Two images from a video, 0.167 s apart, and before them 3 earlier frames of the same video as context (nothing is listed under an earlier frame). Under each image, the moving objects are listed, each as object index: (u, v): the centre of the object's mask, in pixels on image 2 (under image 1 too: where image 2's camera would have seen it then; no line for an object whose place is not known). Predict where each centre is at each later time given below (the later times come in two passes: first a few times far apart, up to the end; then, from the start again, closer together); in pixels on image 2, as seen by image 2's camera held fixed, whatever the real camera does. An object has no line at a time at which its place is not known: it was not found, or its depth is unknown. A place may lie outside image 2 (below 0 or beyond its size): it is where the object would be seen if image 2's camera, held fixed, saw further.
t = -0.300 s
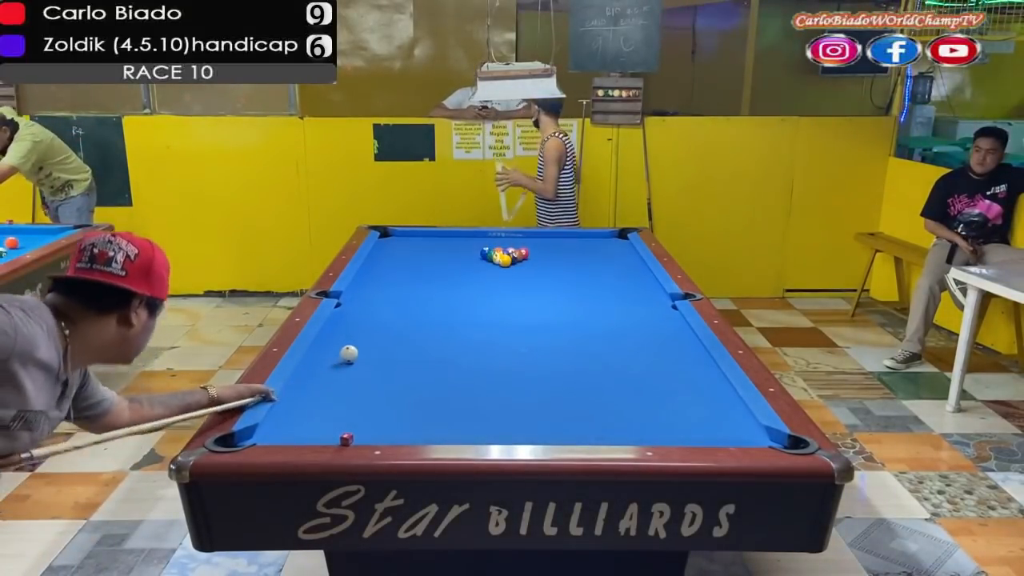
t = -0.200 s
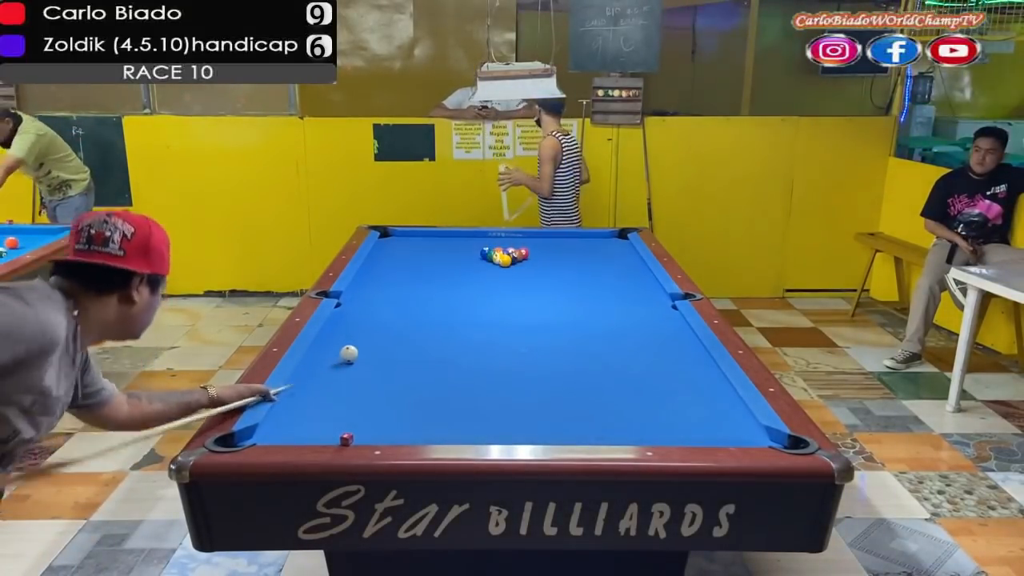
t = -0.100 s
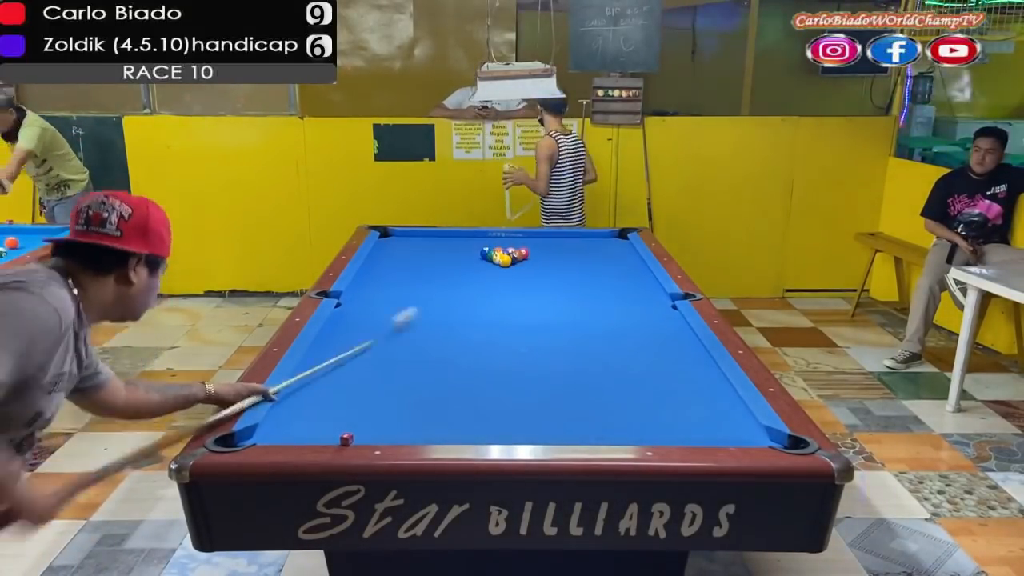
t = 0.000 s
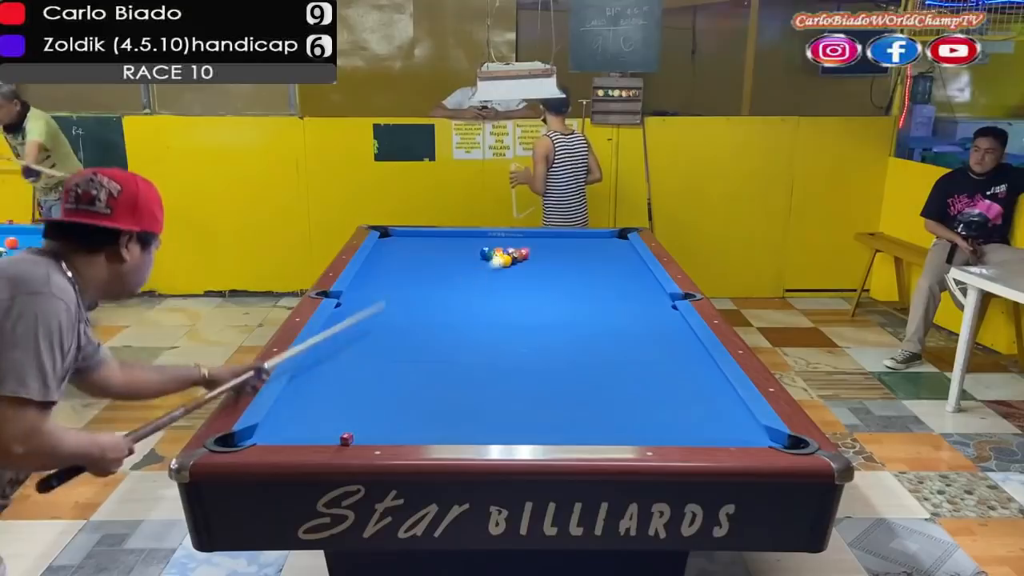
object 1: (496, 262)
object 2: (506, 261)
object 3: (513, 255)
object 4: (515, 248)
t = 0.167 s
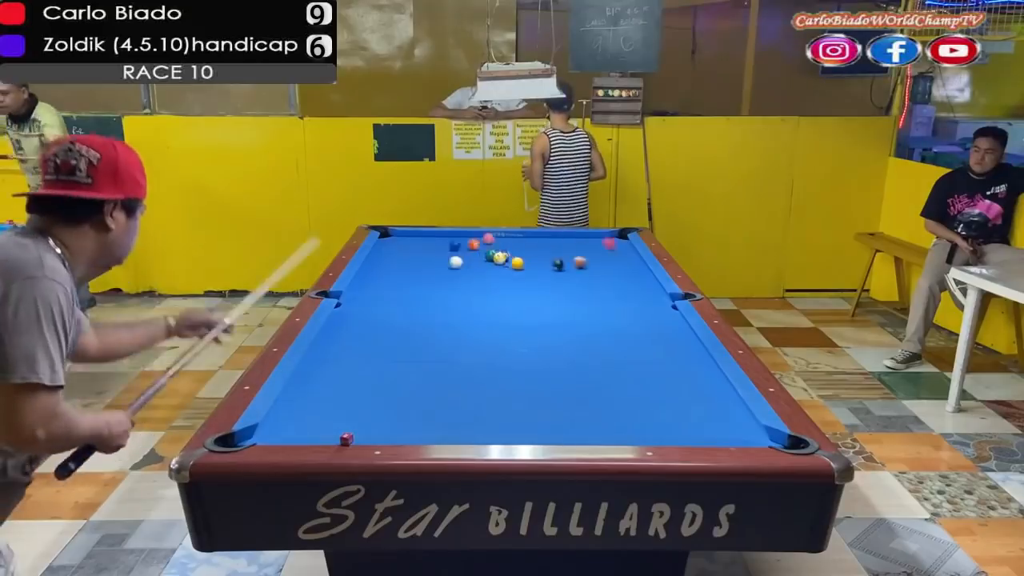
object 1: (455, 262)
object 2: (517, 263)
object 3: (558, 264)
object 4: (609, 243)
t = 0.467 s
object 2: (538, 269)
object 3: (632, 275)
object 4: (621, 265)
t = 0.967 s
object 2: (573, 278)
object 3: (599, 290)
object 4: (613, 271)
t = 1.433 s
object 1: (433, 254)
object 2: (605, 286)
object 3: (543, 305)
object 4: (606, 274)
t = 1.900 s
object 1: (462, 253)
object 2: (633, 293)
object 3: (484, 321)
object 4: (599, 280)
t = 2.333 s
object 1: (483, 250)
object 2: (658, 300)
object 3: (426, 336)
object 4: (594, 283)
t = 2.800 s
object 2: (661, 302)
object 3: (361, 354)
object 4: (590, 286)
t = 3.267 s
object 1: (523, 251)
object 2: (652, 301)
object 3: (310, 370)
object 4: (588, 287)
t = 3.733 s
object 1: (535, 250)
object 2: (648, 301)
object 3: (333, 379)
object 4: (586, 288)
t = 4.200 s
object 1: (544, 250)
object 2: (647, 301)
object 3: (354, 387)
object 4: (586, 288)
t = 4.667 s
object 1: (549, 250)
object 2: (647, 301)
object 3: (371, 393)
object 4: (586, 288)
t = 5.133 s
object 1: (550, 250)
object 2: (647, 301)
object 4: (585, 288)
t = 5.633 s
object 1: (550, 250)
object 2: (647, 301)
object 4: (576, 292)
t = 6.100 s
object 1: (550, 250)
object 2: (647, 301)
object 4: (566, 296)
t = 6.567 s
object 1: (550, 250)
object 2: (647, 301)
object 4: (558, 300)
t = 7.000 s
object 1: (550, 250)
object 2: (647, 301)
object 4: (552, 302)
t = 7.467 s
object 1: (550, 250)
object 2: (647, 301)
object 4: (548, 303)
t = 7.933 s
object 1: (550, 250)
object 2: (647, 301)
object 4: (546, 304)
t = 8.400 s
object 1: (550, 250)
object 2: (647, 301)
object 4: (546, 304)
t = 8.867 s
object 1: (550, 250)
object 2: (648, 301)
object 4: (546, 304)
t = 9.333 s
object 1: (550, 250)
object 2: (648, 301)
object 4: (546, 304)
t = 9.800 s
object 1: (550, 250)
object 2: (648, 301)
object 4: (546, 304)
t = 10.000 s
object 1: (550, 250)
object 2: (647, 301)
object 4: (546, 304)
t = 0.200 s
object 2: (519, 264)
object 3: (566, 266)
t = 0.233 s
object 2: (522, 265)
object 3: (574, 267)
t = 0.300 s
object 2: (527, 266)
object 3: (590, 269)
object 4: (623, 261)
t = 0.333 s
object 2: (529, 266)
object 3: (599, 270)
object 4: (622, 262)
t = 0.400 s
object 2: (534, 268)
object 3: (615, 273)
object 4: (622, 263)
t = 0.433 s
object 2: (536, 268)
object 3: (624, 273)
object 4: (621, 263)
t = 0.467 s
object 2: (538, 269)
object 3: (632, 275)
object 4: (621, 265)
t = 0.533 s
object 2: (543, 270)
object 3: (649, 277)
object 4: (620, 266)
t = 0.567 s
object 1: (386, 257)
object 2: (545, 271)
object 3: (645, 278)
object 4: (619, 266)
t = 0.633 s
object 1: (376, 256)
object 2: (550, 272)
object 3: (638, 280)
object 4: (618, 267)
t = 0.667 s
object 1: (373, 256)
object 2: (552, 273)
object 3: (633, 281)
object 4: (618, 267)
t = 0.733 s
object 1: (379, 256)
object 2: (557, 274)
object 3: (626, 283)
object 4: (616, 268)
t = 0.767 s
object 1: (382, 256)
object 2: (559, 275)
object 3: (623, 284)
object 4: (616, 269)
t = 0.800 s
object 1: (385, 256)
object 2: (562, 275)
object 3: (619, 285)
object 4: (616, 269)
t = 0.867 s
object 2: (567, 276)
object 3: (611, 288)
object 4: (614, 270)
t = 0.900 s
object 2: (569, 277)
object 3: (607, 288)
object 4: (614, 270)
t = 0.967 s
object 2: (573, 278)
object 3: (599, 290)
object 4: (613, 271)
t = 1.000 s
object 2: (575, 279)
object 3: (595, 291)
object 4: (612, 271)
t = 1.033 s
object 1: (403, 255)
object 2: (578, 279)
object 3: (591, 293)
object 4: (611, 272)
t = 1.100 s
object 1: (409, 255)
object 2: (582, 280)
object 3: (583, 294)
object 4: (611, 273)
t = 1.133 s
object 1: (411, 255)
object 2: (585, 281)
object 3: (580, 295)
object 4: (610, 273)
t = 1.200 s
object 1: (416, 254)
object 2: (589, 282)
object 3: (571, 298)
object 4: (609, 273)
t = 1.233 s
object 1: (418, 254)
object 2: (591, 283)
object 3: (568, 299)
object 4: (609, 274)
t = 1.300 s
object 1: (423, 254)
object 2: (596, 284)
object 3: (560, 301)
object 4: (608, 274)
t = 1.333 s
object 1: (426, 254)
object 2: (598, 285)
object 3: (555, 302)
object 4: (608, 275)
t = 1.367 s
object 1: (428, 254)
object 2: (600, 285)
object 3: (551, 303)
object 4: (607, 274)
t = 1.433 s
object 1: (433, 254)
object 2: (605, 286)
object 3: (543, 305)
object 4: (606, 274)
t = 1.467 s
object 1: (435, 254)
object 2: (607, 287)
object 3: (540, 306)
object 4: (605, 275)
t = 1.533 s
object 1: (439, 254)
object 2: (611, 288)
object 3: (531, 308)
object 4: (603, 276)
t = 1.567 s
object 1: (441, 254)
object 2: (613, 288)
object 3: (527, 310)
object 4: (603, 277)
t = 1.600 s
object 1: (443, 254)
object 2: (615, 289)
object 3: (522, 311)
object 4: (603, 278)
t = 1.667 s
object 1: (448, 253)
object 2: (619, 290)
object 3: (514, 313)
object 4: (602, 278)
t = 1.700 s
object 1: (450, 253)
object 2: (621, 291)
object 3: (510, 314)
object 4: (602, 278)
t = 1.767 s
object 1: (454, 253)
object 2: (625, 291)
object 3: (501, 316)
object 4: (601, 279)
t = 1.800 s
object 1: (456, 253)
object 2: (627, 292)
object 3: (497, 318)
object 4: (601, 279)
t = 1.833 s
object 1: (458, 253)
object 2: (629, 293)
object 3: (493, 319)
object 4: (600, 279)
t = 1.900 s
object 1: (462, 253)
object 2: (633, 293)
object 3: (484, 321)
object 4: (599, 280)
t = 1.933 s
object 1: (464, 253)
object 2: (636, 293)
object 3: (480, 322)
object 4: (599, 280)
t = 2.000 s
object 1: (468, 253)
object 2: (639, 295)
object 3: (471, 325)
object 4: (598, 281)
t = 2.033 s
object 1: (469, 253)
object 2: (641, 296)
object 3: (467, 326)
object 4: (598, 281)
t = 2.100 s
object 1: (473, 253)
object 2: (645, 297)
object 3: (458, 328)
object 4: (596, 282)
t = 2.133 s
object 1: (475, 252)
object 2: (646, 297)
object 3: (453, 329)
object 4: (596, 282)
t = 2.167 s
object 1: (476, 252)
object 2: (649, 298)
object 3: (449, 330)
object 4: (595, 282)
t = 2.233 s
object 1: (479, 252)
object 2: (652, 299)
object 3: (440, 332)
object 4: (595, 282)
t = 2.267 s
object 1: (480, 251)
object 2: (654, 299)
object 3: (435, 334)
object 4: (595, 283)
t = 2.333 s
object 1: (483, 250)
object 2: (658, 300)
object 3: (426, 336)
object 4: (594, 283)
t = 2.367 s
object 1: (486, 249)
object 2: (660, 301)
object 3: (422, 338)
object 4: (594, 284)
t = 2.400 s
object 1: (489, 248)
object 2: (662, 301)
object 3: (417, 339)
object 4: (593, 284)
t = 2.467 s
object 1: (492, 249)
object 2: (665, 302)
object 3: (408, 341)
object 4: (593, 284)
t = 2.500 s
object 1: (494, 249)
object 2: (667, 303)
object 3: (403, 343)
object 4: (592, 284)
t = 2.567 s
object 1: (496, 249)
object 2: (666, 303)
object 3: (394, 345)
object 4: (592, 285)
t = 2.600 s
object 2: (665, 303)
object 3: (389, 347)
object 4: (592, 285)
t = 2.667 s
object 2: (664, 302)
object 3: (380, 349)
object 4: (591, 285)
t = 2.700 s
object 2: (663, 302)
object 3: (375, 350)
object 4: (591, 285)
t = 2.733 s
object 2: (662, 302)
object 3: (370, 351)
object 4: (591, 285)
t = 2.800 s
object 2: (661, 302)
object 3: (361, 354)
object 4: (590, 286)
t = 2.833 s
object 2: (660, 302)
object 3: (356, 355)
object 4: (590, 286)
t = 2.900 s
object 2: (658, 302)
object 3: (346, 358)
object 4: (589, 286)
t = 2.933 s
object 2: (658, 302)
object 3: (341, 359)
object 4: (589, 286)
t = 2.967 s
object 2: (657, 302)
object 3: (336, 360)
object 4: (589, 286)
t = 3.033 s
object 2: (656, 302)
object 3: (326, 363)
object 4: (589, 286)
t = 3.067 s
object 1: (516, 251)
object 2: (655, 302)
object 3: (321, 364)
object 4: (588, 287)
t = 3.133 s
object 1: (519, 251)
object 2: (654, 302)
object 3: (312, 366)
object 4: (588, 287)
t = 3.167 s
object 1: (520, 251)
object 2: (653, 302)
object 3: (307, 367)
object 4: (588, 287)
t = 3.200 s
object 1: (521, 251)
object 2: (653, 301)
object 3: (306, 368)
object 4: (588, 287)
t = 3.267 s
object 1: (523, 251)
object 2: (652, 301)
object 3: (310, 370)
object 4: (588, 287)
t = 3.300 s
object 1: (524, 251)
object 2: (652, 301)
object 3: (311, 371)
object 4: (587, 287)
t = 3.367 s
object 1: (526, 251)
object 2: (651, 301)
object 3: (315, 372)
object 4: (587, 288)
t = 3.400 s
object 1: (527, 251)
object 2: (650, 301)
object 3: (317, 373)
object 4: (587, 288)
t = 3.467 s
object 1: (529, 251)
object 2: (650, 301)
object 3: (320, 374)
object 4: (587, 288)
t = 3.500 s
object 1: (530, 251)
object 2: (649, 301)
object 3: (322, 375)
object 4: (587, 288)
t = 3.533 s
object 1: (531, 251)
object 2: (649, 301)
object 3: (324, 376)
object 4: (586, 288)
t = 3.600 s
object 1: (532, 251)
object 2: (649, 301)
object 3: (327, 377)
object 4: (586, 288)
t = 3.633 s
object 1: (533, 251)
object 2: (648, 301)
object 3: (329, 377)
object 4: (586, 288)
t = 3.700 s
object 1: (535, 251)
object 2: (648, 301)
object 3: (332, 379)
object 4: (586, 288)
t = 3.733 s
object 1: (535, 250)
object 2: (648, 301)
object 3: (333, 379)
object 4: (586, 288)
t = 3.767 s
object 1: (536, 250)
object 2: (648, 301)
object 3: (335, 380)
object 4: (586, 288)
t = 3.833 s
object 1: (538, 250)
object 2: (648, 301)
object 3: (338, 381)
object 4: (586, 288)
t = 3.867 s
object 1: (538, 250)
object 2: (648, 301)
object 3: (340, 382)
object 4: (586, 288)
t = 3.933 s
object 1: (540, 250)
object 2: (647, 301)
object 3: (343, 383)
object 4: (586, 288)
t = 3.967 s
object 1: (540, 250)
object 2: (647, 301)
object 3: (344, 384)
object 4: (586, 288)
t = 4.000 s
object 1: (541, 250)
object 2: (647, 301)
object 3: (346, 384)
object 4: (586, 288)
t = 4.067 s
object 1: (542, 250)
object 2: (647, 301)
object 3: (349, 385)
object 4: (586, 288)
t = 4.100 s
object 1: (543, 250)
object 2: (647, 301)
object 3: (350, 386)
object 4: (586, 288)
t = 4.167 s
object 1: (544, 250)
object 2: (647, 301)
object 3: (353, 387)
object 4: (586, 288)
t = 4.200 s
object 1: (544, 250)
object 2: (647, 301)
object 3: (354, 387)
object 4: (586, 288)
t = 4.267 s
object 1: (545, 250)
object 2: (647, 301)
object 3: (357, 388)
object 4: (586, 288)
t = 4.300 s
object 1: (545, 250)
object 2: (647, 301)
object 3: (358, 388)
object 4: (586, 288)
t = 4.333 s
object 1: (546, 250)
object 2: (647, 301)
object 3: (360, 389)
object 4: (586, 288)
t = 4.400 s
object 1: (547, 250)
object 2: (647, 301)
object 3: (362, 390)
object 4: (586, 288)
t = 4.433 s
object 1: (547, 250)
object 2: (647, 301)
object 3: (363, 390)
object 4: (586, 288)
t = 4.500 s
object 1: (547, 250)
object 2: (647, 301)
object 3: (366, 391)
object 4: (586, 288)
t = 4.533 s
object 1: (548, 250)
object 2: (647, 301)
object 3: (367, 392)
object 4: (586, 288)
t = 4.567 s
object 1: (548, 250)
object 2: (647, 301)
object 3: (368, 392)
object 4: (586, 288)
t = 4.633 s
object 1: (548, 250)
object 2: (647, 301)
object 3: (370, 393)
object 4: (586, 288)
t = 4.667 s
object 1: (549, 250)
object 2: (647, 301)
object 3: (371, 393)
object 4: (586, 288)
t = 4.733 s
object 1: (549, 250)
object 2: (647, 301)
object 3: (373, 394)
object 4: (586, 288)
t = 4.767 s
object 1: (549, 250)
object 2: (647, 301)
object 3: (374, 394)
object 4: (586, 288)
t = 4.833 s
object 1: (550, 250)
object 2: (647, 301)
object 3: (376, 395)
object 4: (586, 288)
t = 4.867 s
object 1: (550, 250)
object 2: (647, 301)
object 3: (377, 396)
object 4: (585, 288)
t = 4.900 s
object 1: (550, 250)
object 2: (647, 301)
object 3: (378, 396)
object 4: (586, 288)
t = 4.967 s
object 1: (550, 250)
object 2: (647, 301)
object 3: (380, 396)
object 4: (586, 288)
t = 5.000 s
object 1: (550, 250)
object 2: (647, 301)
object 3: (380, 397)
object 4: (585, 288)
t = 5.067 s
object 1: (550, 250)
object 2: (647, 301)
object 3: (382, 397)
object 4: (585, 288)
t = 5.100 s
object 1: (550, 250)
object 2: (648, 301)
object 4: (585, 288)
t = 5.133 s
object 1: (550, 250)
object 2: (647, 301)
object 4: (585, 288)
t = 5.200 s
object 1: (550, 250)
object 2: (647, 301)
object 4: (585, 288)
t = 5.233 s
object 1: (550, 250)
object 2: (647, 301)
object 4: (586, 288)
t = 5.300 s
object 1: (550, 250)
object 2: (647, 301)
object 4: (584, 288)
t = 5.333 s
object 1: (550, 250)
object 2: (647, 301)
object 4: (584, 289)
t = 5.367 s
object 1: (550, 250)
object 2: (647, 301)
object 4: (583, 289)
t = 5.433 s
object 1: (550, 250)
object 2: (647, 301)
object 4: (581, 290)
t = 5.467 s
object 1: (550, 250)
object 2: (647, 301)
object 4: (580, 290)
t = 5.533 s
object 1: (550, 250)
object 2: (647, 301)
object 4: (579, 291)
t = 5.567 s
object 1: (550, 250)
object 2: (647, 301)
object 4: (578, 291)
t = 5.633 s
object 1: (550, 250)
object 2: (647, 301)
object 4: (576, 292)
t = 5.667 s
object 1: (550, 250)
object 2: (647, 301)
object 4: (576, 292)
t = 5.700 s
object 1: (550, 250)
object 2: (647, 301)
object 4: (575, 292)
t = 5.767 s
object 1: (550, 250)
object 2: (647, 301)
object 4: (573, 293)
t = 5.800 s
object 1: (550, 250)
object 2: (647, 301)
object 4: (573, 293)
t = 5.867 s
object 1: (550, 250)
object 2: (647, 301)
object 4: (571, 294)
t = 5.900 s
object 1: (550, 250)
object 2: (647, 301)
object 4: (570, 294)
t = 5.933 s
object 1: (550, 250)
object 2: (647, 301)
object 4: (570, 295)
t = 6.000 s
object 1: (550, 250)
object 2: (648, 301)
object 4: (569, 295)
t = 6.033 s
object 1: (550, 250)
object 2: (647, 301)
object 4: (568, 295)
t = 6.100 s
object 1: (550, 250)
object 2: (647, 301)
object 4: (566, 296)
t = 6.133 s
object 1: (550, 250)
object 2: (647, 301)
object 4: (566, 296)
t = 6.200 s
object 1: (550, 250)
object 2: (647, 301)
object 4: (564, 297)
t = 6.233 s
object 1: (550, 250)
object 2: (647, 301)
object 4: (563, 297)
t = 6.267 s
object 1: (550, 250)
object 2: (647, 301)
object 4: (563, 297)
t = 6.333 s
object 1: (550, 250)
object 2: (647, 301)
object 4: (562, 298)
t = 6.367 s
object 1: (550, 250)
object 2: (647, 301)
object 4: (561, 298)
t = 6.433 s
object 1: (550, 250)
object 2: (647, 301)
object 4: (560, 299)
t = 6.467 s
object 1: (550, 250)
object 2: (647, 301)
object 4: (560, 299)
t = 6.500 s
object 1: (550, 250)
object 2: (647, 301)
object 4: (559, 299)
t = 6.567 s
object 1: (550, 250)
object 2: (647, 301)
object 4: (558, 300)
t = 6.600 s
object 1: (550, 250)
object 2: (647, 301)
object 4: (557, 300)
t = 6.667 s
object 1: (550, 250)
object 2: (647, 301)
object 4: (556, 301)
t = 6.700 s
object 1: (550, 250)
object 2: (647, 301)
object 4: (556, 301)
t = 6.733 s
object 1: (550, 250)
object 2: (647, 301)
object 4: (555, 301)
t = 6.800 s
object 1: (550, 250)
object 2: (647, 301)
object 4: (554, 301)
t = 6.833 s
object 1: (550, 250)
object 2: (647, 301)
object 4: (554, 301)
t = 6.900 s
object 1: (550, 250)
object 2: (648, 301)
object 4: (553, 301)
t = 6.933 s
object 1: (550, 250)
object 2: (647, 301)
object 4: (553, 302)
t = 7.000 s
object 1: (550, 250)
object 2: (647, 301)
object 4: (552, 302)
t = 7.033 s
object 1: (550, 250)
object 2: (647, 301)
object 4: (552, 302)
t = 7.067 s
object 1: (550, 250)
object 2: (647, 301)
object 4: (551, 302)
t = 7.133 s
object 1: (550, 250)
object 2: (648, 301)
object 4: (550, 302)
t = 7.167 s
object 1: (550, 250)
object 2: (647, 301)
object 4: (550, 302)
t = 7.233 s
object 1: (550, 250)
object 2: (647, 301)
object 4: (550, 303)
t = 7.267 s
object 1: (550, 250)
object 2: (648, 301)
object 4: (549, 303)
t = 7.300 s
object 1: (550, 250)
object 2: (648, 301)
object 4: (549, 303)
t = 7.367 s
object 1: (550, 250)
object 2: (647, 301)
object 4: (549, 303)
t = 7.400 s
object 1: (550, 250)
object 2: (648, 301)
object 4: (548, 303)
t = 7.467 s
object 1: (550, 250)
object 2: (647, 301)
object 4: (548, 303)
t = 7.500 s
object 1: (550, 250)
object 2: (647, 301)
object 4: (548, 303)
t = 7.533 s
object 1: (550, 250)
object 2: (648, 301)
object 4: (548, 303)
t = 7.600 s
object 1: (550, 250)
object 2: (647, 301)
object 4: (547, 304)
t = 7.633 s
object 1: (550, 250)
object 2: (647, 301)
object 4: (547, 304)
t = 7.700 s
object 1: (550, 250)
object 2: (647, 301)
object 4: (547, 304)
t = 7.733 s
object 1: (550, 250)
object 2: (647, 301)
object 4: (547, 304)
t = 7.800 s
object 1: (550, 250)
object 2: (647, 301)
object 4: (547, 304)
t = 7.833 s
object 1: (550, 250)
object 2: (647, 301)
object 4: (547, 304)
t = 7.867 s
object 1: (550, 250)
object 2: (648, 301)
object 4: (546, 304)
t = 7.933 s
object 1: (550, 250)
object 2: (647, 301)
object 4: (546, 304)
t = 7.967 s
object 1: (550, 250)
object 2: (647, 301)
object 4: (546, 304)
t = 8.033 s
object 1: (550, 250)
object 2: (647, 301)
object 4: (546, 304)
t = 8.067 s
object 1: (550, 250)
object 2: (647, 301)
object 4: (546, 304)
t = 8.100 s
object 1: (550, 250)
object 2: (648, 301)
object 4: (546, 304)
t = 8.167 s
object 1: (550, 250)
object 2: (648, 301)
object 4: (546, 304)
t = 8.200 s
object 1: (550, 250)
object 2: (648, 301)
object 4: (546, 304)
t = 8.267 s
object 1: (550, 250)
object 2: (647, 301)
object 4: (546, 304)
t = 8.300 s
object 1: (550, 250)
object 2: (647, 301)
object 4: (546, 304)
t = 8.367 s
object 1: (550, 250)
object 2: (647, 301)
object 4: (546, 304)
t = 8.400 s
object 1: (550, 250)
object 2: (647, 301)
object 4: (546, 304)
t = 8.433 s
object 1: (550, 250)
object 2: (647, 301)
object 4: (546, 304)
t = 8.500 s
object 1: (550, 250)
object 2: (647, 301)
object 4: (546, 304)
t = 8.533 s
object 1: (550, 250)
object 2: (647, 301)
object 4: (546, 304)
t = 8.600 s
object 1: (550, 250)
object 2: (648, 301)
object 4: (546, 304)
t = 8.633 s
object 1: (550, 250)
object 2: (648, 301)
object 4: (546, 304)
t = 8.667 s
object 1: (550, 250)
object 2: (647, 301)
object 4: (546, 304)
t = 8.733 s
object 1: (550, 250)
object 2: (647, 301)
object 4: (546, 304)
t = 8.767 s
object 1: (550, 250)
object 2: (647, 301)
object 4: (546, 304)
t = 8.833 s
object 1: (550, 250)
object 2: (647, 301)
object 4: (546, 304)
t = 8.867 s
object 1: (550, 250)
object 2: (648, 301)
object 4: (546, 304)
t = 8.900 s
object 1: (550, 250)
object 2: (648, 301)
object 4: (546, 304)
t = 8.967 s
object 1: (550, 250)
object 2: (647, 301)
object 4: (546, 304)
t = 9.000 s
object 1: (550, 250)
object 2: (647, 301)
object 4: (546, 304)
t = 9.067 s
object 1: (550, 250)
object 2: (647, 301)
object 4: (546, 304)
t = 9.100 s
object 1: (550, 250)
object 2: (647, 301)
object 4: (546, 304)
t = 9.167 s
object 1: (550, 250)
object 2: (647, 301)
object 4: (546, 304)
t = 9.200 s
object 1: (550, 250)
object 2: (647, 301)
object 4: (546, 304)
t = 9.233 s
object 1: (550, 250)
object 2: (647, 301)
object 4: (546, 304)
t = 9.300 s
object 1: (550, 250)
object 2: (647, 301)
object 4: (546, 304)
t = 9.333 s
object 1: (550, 250)
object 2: (648, 301)
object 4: (546, 304)
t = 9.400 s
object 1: (550, 250)
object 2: (648, 301)
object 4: (546, 304)
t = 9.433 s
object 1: (550, 250)
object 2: (648, 301)
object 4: (546, 304)
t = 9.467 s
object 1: (550, 250)
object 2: (647, 301)
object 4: (546, 304)
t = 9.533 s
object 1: (550, 250)
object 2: (648, 301)
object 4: (546, 304)
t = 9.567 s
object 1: (550, 250)
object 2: (647, 301)
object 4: (546, 304)
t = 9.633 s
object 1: (550, 250)
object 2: (647, 301)
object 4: (546, 304)
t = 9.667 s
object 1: (550, 250)
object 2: (647, 301)
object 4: (546, 304)
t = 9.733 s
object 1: (550, 250)
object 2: (647, 301)
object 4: (546, 304)
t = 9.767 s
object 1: (550, 250)
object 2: (647, 301)
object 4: (546, 304)
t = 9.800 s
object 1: (550, 250)
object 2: (648, 301)
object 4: (546, 304)
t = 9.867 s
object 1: (550, 250)
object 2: (647, 301)
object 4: (546, 304)
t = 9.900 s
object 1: (550, 250)
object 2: (647, 301)
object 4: (546, 304)
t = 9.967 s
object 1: (550, 250)
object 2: (648, 301)
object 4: (546, 304)
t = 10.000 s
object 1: (550, 250)
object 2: (647, 301)
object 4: (546, 304)
